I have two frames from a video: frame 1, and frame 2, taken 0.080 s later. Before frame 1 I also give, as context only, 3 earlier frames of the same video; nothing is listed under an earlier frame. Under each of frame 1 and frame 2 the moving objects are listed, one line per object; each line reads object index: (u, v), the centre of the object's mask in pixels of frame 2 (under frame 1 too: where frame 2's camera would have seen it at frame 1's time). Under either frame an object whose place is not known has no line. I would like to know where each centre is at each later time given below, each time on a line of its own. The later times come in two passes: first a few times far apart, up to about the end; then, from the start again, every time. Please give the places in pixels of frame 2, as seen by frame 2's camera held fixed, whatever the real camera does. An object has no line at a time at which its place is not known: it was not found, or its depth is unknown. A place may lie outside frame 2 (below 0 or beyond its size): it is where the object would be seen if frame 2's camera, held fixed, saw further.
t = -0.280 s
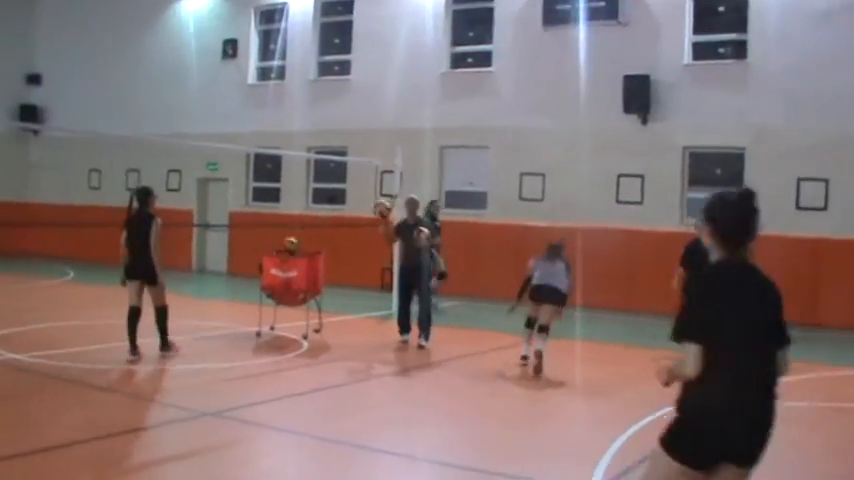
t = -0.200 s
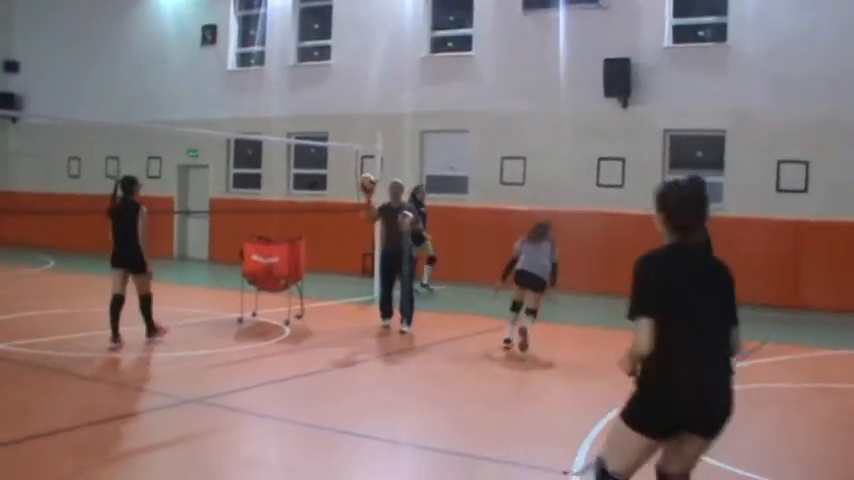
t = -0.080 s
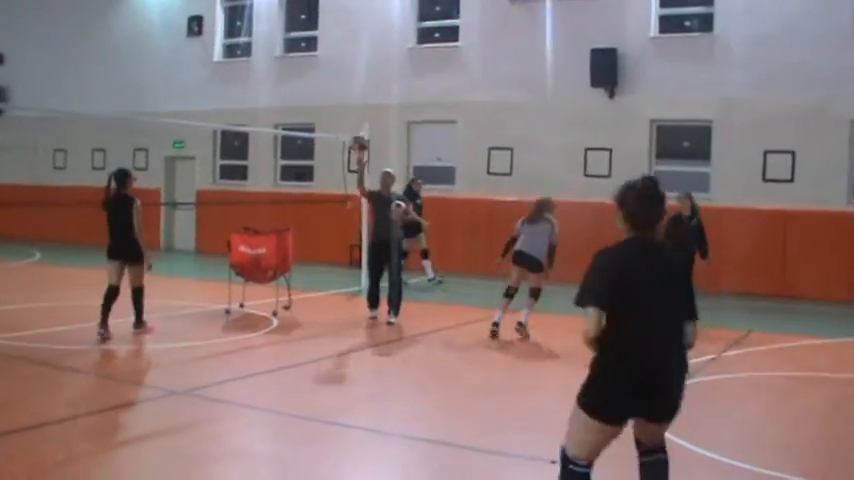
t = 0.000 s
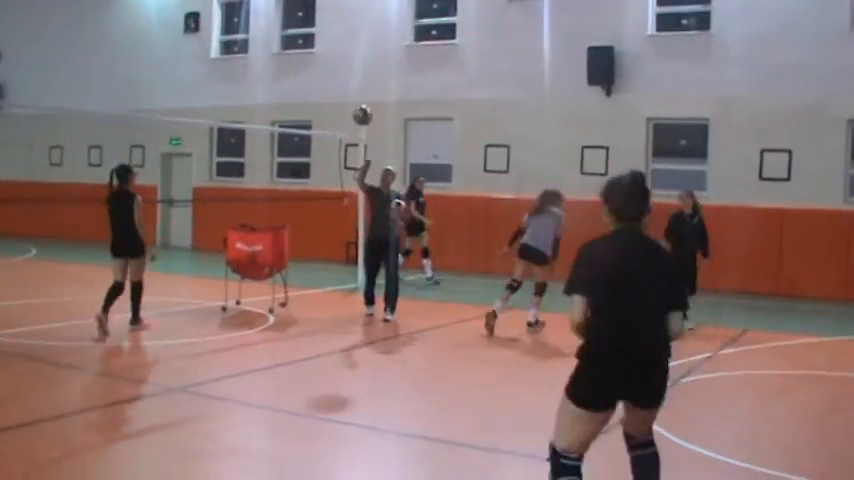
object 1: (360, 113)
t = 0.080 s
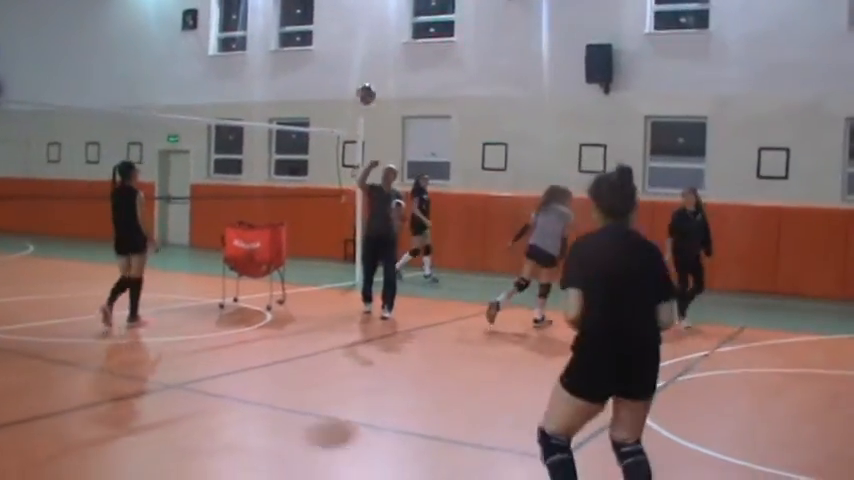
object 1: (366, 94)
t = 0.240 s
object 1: (378, 72)
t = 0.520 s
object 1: (400, 93)
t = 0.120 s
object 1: (369, 86)
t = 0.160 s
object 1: (371, 79)
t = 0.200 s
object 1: (375, 75)
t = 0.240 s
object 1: (378, 72)
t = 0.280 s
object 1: (381, 70)
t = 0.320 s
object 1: (384, 70)
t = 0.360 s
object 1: (387, 71)
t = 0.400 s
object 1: (390, 74)
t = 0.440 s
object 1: (393, 79)
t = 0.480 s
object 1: (397, 85)
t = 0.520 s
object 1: (400, 93)
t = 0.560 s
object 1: (403, 104)
